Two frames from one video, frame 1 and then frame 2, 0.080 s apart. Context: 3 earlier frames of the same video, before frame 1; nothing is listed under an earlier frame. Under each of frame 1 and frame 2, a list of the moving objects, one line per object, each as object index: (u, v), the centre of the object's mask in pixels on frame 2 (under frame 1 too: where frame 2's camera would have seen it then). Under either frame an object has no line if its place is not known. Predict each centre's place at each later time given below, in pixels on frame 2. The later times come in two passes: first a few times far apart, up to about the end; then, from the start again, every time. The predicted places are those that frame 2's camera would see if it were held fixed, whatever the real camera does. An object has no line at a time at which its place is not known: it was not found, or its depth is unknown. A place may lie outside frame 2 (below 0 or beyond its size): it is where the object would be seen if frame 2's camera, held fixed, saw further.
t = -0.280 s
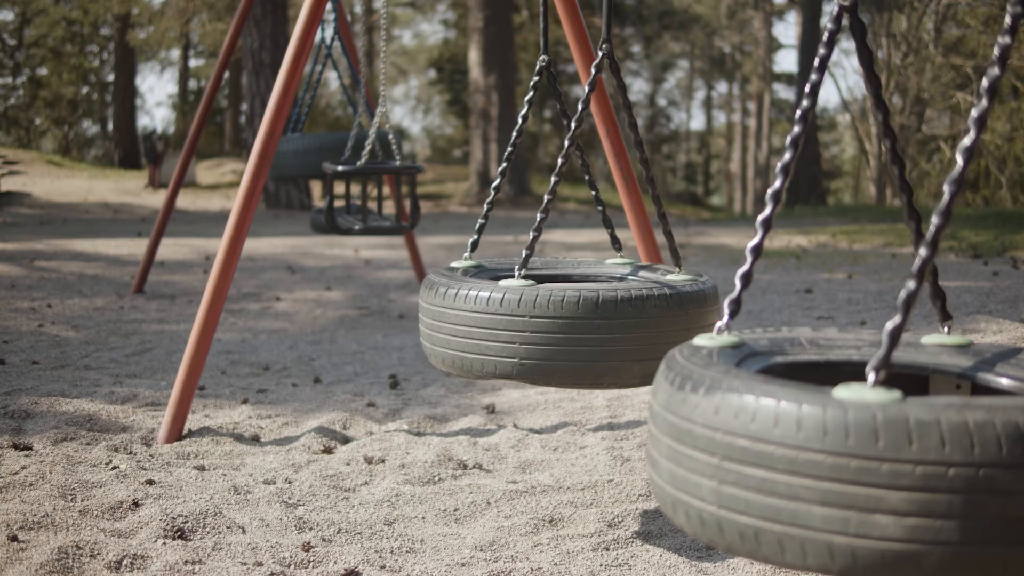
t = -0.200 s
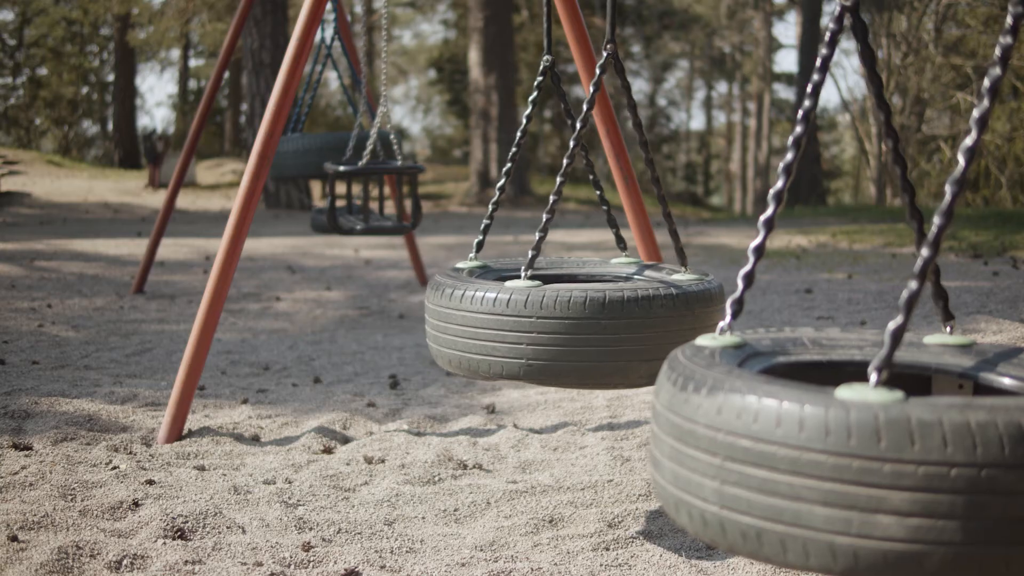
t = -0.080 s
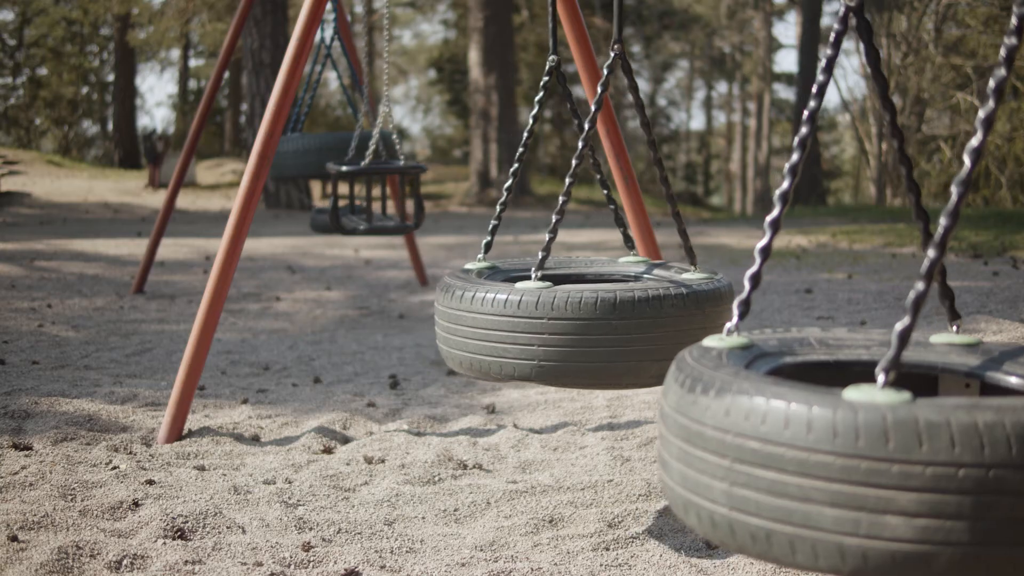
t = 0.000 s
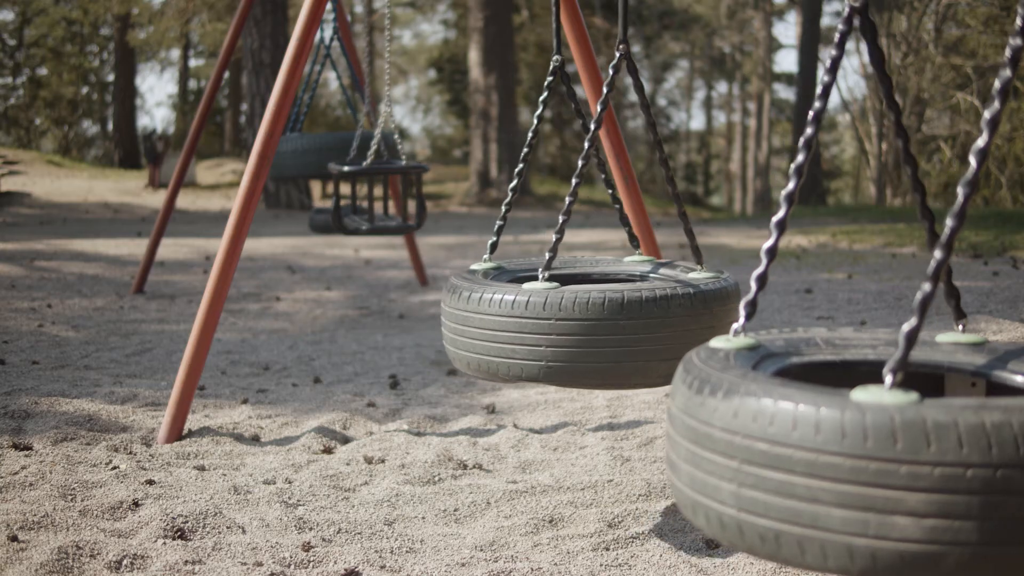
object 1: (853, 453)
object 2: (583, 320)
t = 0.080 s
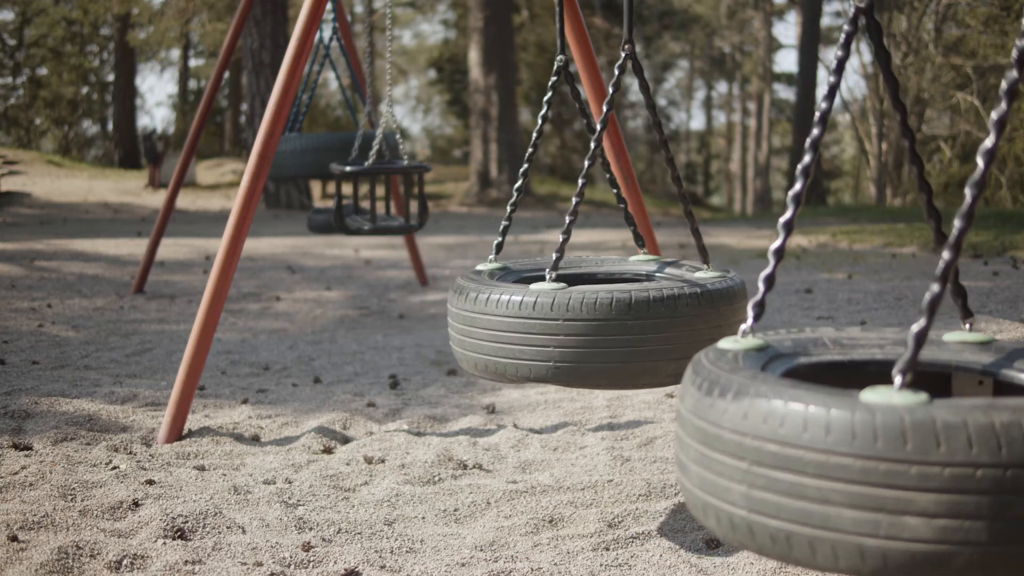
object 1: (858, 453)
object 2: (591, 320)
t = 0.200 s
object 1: (867, 453)
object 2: (602, 321)
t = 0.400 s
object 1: (882, 451)
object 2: (616, 321)
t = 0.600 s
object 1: (896, 448)
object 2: (623, 321)
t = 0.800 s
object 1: (906, 446)
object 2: (620, 321)
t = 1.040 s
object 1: (909, 444)
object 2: (607, 322)
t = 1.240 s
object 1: (907, 445)
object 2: (593, 322)
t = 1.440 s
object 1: (898, 447)
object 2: (577, 322)
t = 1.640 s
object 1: (885, 450)
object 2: (563, 322)
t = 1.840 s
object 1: (870, 452)
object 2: (555, 322)
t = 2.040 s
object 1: (856, 453)
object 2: (553, 322)
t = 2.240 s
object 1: (848, 453)
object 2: (555, 321)
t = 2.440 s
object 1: (845, 453)
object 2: (563, 321)
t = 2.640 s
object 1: (850, 453)
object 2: (577, 321)
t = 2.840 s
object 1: (862, 452)
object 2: (594, 320)
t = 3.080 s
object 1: (879, 450)
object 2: (612, 321)
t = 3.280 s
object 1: (892, 448)
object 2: (620, 321)
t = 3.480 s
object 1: (903, 445)
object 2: (618, 321)
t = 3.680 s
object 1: (909, 444)
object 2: (610, 321)
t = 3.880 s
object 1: (909, 445)
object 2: (597, 321)
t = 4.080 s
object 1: (902, 447)
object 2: (582, 322)
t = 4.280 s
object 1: (891, 450)
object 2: (569, 322)
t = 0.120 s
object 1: (861, 453)
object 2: (595, 320)
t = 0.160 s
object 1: (864, 453)
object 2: (598, 321)
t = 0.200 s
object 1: (867, 453)
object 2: (602, 321)
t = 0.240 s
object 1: (870, 452)
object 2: (605, 321)
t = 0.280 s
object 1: (873, 452)
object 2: (608, 321)
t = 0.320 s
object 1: (876, 452)
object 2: (611, 321)
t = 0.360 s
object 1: (880, 451)
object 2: (614, 321)
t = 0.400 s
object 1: (882, 451)
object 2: (616, 321)
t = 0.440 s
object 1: (886, 450)
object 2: (618, 321)
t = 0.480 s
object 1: (889, 450)
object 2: (620, 321)
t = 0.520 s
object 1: (891, 450)
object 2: (621, 321)
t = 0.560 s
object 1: (894, 449)
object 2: (622, 321)
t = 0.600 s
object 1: (896, 448)
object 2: (623, 321)
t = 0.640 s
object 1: (898, 448)
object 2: (623, 321)
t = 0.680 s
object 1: (901, 447)
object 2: (622, 321)
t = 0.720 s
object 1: (903, 446)
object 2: (622, 321)
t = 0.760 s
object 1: (904, 446)
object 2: (621, 321)
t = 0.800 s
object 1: (906, 446)
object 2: (620, 321)
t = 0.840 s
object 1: (907, 445)
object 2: (618, 321)
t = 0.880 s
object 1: (908, 445)
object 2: (617, 321)
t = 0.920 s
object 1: (909, 444)
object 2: (615, 321)
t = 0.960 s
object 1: (909, 444)
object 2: (613, 321)
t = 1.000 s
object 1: (910, 444)
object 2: (610, 322)
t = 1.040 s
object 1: (909, 444)
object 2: (607, 322)
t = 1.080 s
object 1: (910, 444)
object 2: (605, 322)
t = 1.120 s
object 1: (909, 444)
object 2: (602, 322)
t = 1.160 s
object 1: (909, 444)
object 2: (599, 322)
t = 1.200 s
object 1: (908, 445)
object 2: (596, 322)
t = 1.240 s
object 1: (907, 445)
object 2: (593, 322)
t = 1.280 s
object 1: (905, 445)
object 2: (589, 322)
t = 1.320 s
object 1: (904, 446)
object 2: (586, 322)
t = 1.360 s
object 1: (902, 446)
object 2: (583, 322)
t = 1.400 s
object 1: (900, 447)
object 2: (580, 322)
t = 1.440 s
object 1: (898, 447)
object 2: (577, 322)
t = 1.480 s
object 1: (896, 448)
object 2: (574, 322)
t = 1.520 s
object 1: (893, 448)
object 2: (571, 322)
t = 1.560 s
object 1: (891, 449)
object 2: (568, 322)
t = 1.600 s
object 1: (888, 449)
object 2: (566, 322)
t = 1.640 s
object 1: (885, 450)
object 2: (563, 322)
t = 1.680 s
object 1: (882, 450)
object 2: (561, 322)
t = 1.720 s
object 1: (879, 451)
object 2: (559, 322)
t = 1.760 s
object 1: (876, 451)
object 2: (558, 322)
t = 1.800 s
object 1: (873, 452)
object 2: (556, 322)
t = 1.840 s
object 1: (870, 452)
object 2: (555, 322)
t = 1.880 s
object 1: (867, 452)
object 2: (554, 322)
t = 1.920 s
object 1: (864, 453)
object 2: (554, 322)
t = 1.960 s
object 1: (862, 453)
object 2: (553, 322)
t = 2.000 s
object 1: (859, 453)
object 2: (553, 322)
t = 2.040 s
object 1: (856, 453)
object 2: (553, 322)
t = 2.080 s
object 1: (854, 453)
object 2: (553, 322)
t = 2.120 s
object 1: (852, 453)
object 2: (553, 322)
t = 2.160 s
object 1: (850, 453)
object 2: (553, 322)
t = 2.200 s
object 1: (849, 453)
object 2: (554, 322)
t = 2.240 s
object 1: (848, 453)
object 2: (555, 321)
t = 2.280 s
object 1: (847, 453)
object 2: (556, 321)
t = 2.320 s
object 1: (845, 453)
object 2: (557, 321)
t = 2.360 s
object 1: (845, 453)
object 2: (559, 321)
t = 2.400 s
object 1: (845, 454)
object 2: (561, 321)
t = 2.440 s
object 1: (845, 453)
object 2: (563, 321)
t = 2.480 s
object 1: (845, 454)
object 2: (565, 321)
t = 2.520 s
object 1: (846, 453)
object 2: (568, 321)
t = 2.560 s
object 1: (847, 453)
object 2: (570, 321)
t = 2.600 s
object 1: (849, 453)
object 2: (573, 321)
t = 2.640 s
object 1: (850, 453)
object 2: (577, 321)
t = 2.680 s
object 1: (852, 453)
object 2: (580, 321)
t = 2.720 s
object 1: (854, 453)
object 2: (583, 321)
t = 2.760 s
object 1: (856, 453)
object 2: (587, 321)
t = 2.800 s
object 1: (858, 453)
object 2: (590, 321)
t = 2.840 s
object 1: (862, 452)
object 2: (594, 320)
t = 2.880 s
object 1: (864, 452)
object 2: (597, 321)
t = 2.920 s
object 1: (866, 452)
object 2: (600, 321)
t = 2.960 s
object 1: (870, 452)
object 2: (603, 321)
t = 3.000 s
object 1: (873, 451)
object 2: (607, 321)
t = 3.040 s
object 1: (876, 451)
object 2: (609, 321)
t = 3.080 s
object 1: (879, 450)
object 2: (612, 321)
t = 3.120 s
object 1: (881, 450)
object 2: (614, 321)
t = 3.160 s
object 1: (885, 450)
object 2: (616, 321)
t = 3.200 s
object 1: (887, 450)
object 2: (618, 321)
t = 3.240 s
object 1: (891, 449)
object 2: (619, 321)
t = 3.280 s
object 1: (892, 448)
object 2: (620, 321)
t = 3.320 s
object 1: (895, 447)
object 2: (620, 321)
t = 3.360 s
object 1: (897, 447)
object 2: (620, 321)
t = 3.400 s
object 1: (899, 446)
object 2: (620, 321)
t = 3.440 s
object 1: (902, 446)
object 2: (619, 321)
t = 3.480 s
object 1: (903, 445)
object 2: (618, 321)
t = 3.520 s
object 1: (905, 445)
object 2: (617, 321)
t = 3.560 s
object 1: (906, 445)
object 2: (615, 321)
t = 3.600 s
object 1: (907, 445)
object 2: (614, 321)
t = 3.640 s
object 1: (908, 445)
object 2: (612, 321)
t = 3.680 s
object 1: (909, 444)
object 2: (610, 321)
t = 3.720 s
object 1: (909, 444)
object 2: (608, 321)
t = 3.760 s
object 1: (909, 445)
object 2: (605, 321)
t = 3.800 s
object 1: (909, 444)
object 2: (603, 321)
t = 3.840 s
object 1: (909, 444)
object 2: (600, 321)
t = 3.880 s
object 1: (909, 445)
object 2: (597, 321)
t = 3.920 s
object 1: (907, 445)
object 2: (594, 322)
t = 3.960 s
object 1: (906, 445)
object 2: (591, 322)
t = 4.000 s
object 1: (905, 445)
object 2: (588, 322)
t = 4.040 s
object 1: (904, 446)
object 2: (586, 322)
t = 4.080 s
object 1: (902, 447)
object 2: (582, 322)
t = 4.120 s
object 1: (901, 447)
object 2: (579, 322)
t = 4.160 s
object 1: (899, 448)
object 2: (577, 322)
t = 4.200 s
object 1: (896, 448)
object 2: (574, 322)
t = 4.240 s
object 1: (894, 449)
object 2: (571, 322)
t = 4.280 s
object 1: (891, 450)
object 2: (569, 322)
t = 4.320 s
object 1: (888, 450)
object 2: (567, 322)
